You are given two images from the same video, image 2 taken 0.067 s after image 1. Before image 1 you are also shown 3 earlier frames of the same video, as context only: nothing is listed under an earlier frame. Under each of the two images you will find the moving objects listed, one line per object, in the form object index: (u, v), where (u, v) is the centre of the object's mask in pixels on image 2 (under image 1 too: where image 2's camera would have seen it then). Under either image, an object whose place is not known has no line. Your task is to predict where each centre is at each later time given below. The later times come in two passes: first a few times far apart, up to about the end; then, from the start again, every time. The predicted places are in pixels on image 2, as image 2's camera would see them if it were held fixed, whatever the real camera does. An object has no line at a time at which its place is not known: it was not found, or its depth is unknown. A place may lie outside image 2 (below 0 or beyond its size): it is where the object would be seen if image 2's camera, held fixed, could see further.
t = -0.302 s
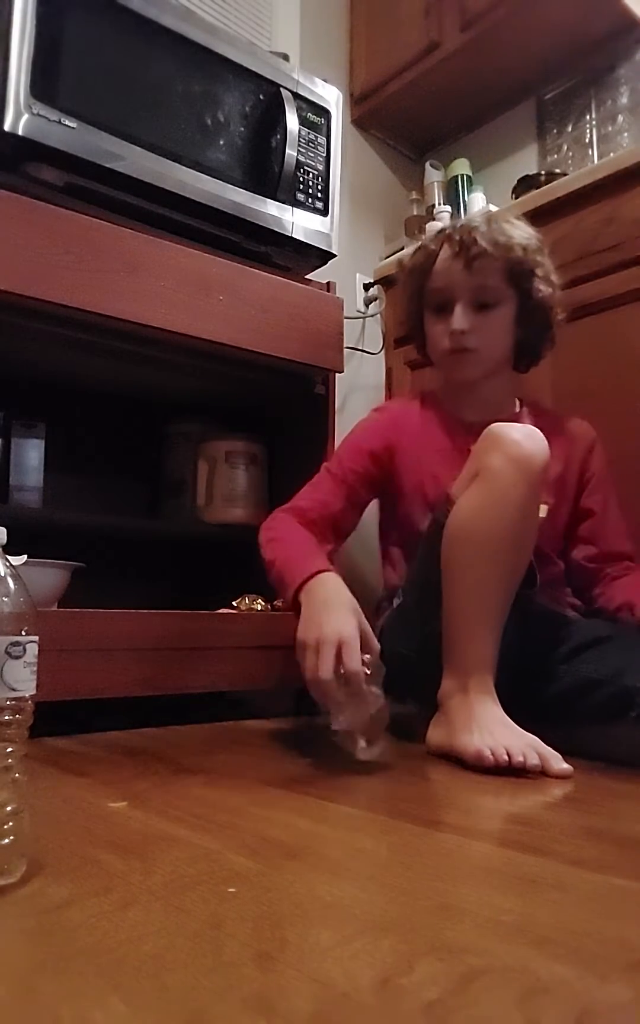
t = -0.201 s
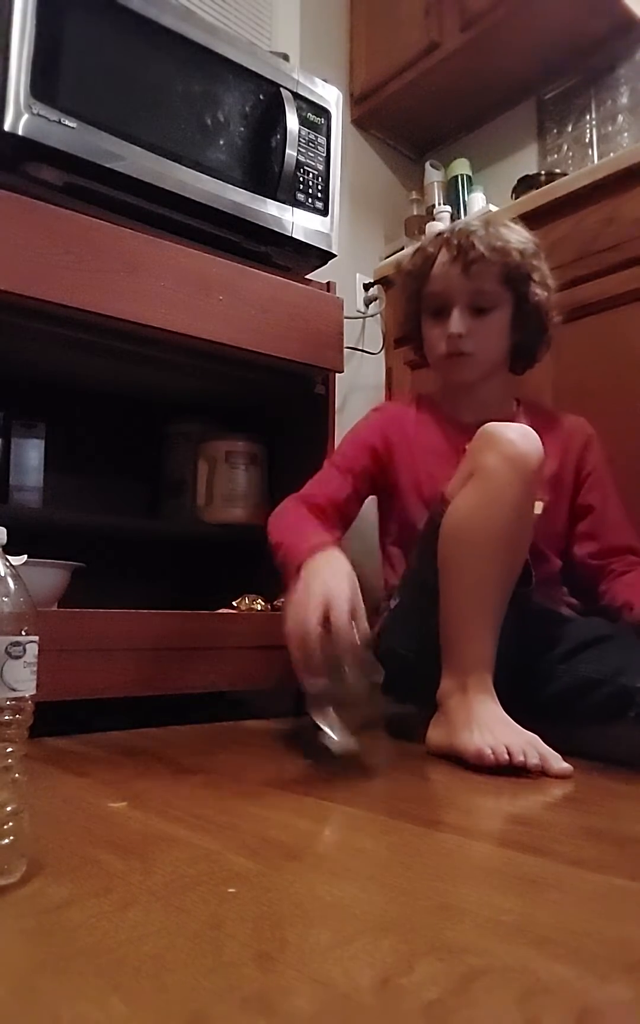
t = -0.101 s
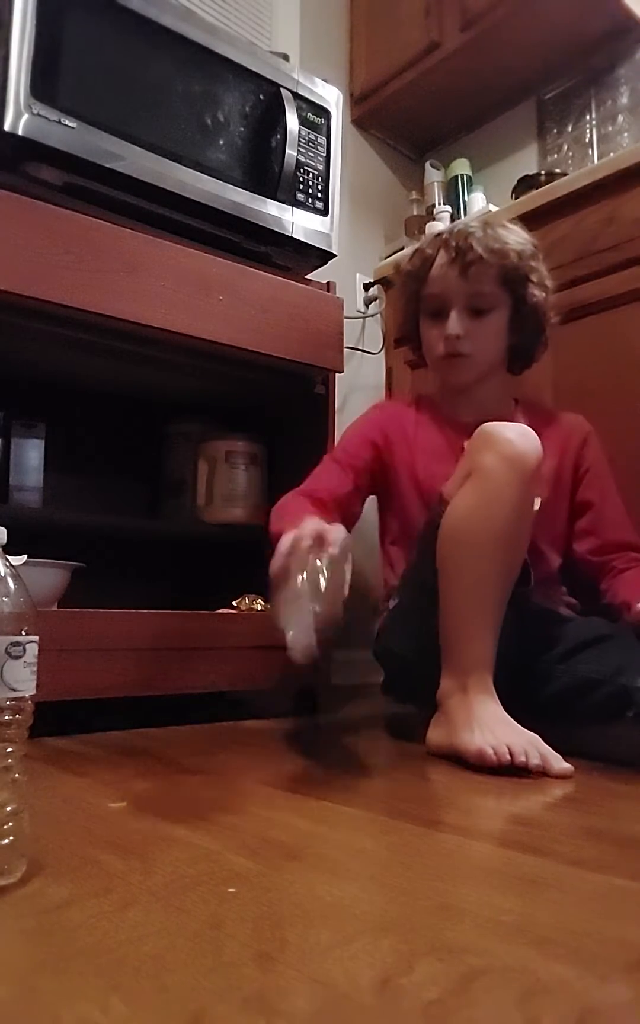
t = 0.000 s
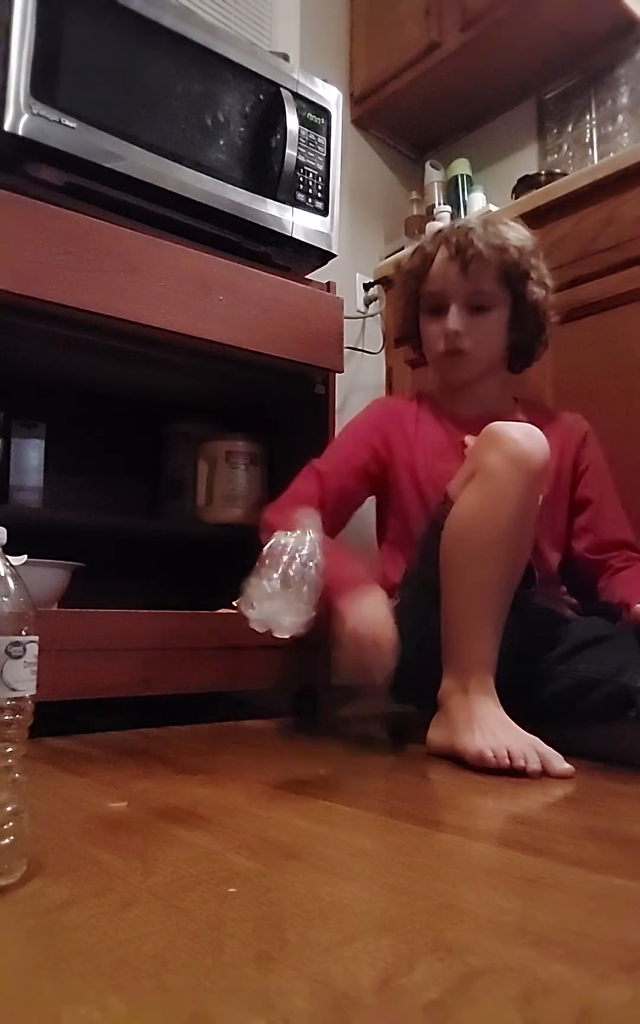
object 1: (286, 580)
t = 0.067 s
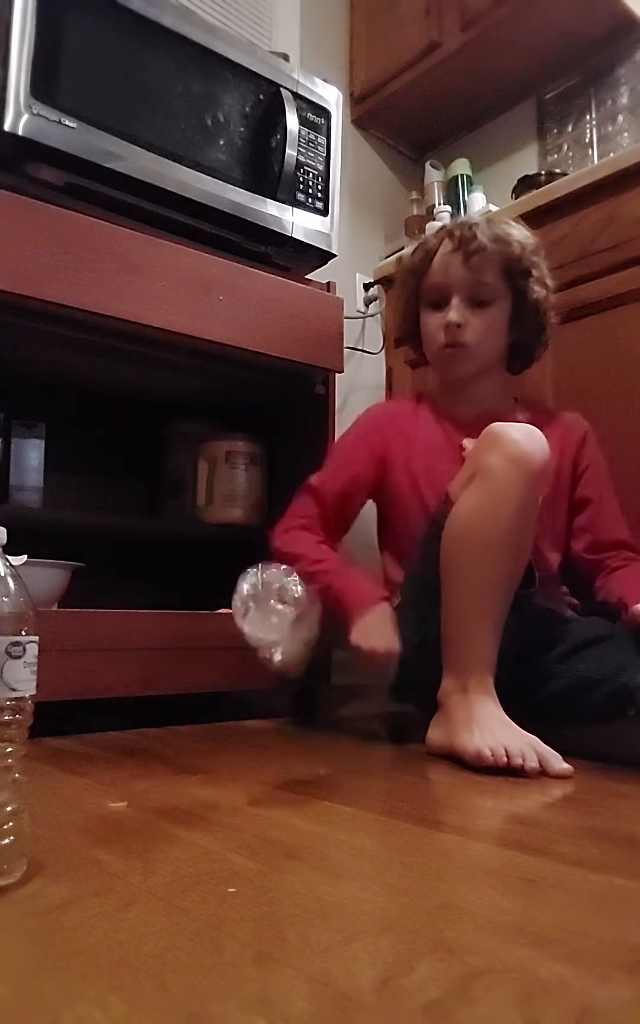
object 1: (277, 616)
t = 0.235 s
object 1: (263, 728)
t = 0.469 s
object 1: (267, 769)
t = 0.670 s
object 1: (256, 790)
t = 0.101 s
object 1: (274, 654)
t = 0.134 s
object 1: (270, 713)
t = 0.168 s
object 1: (266, 727)
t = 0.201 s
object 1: (263, 728)
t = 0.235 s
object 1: (263, 728)
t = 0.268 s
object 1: (261, 729)
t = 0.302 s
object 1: (260, 729)
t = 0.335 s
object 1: (260, 729)
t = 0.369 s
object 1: (262, 731)
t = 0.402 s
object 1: (264, 736)
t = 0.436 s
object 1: (268, 754)
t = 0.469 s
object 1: (267, 769)
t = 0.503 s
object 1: (262, 783)
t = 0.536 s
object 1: (258, 786)
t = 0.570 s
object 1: (258, 788)
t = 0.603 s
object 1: (260, 788)
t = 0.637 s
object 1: (260, 789)
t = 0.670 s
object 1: (256, 790)
